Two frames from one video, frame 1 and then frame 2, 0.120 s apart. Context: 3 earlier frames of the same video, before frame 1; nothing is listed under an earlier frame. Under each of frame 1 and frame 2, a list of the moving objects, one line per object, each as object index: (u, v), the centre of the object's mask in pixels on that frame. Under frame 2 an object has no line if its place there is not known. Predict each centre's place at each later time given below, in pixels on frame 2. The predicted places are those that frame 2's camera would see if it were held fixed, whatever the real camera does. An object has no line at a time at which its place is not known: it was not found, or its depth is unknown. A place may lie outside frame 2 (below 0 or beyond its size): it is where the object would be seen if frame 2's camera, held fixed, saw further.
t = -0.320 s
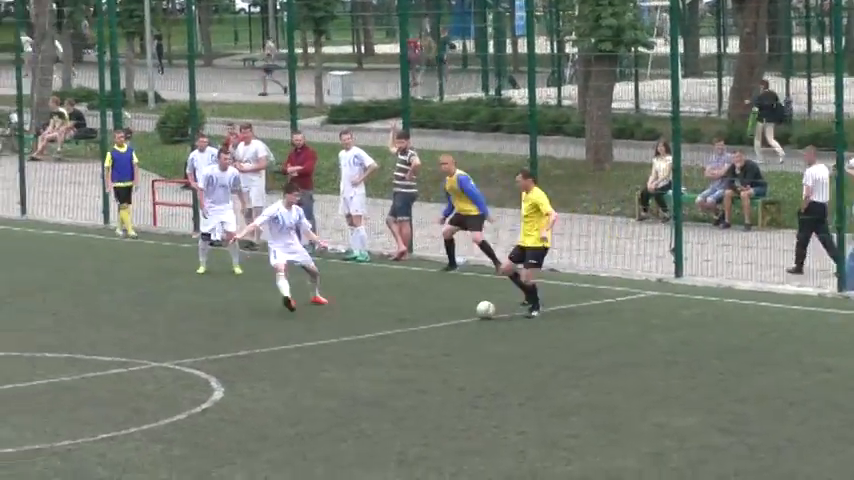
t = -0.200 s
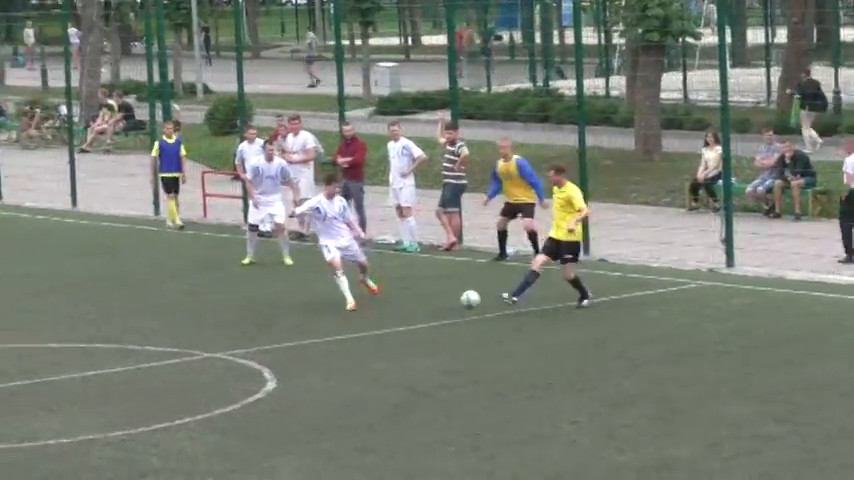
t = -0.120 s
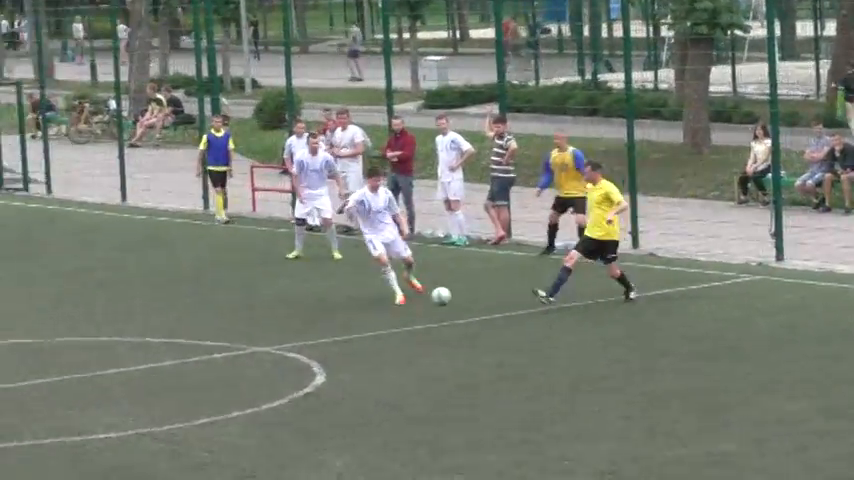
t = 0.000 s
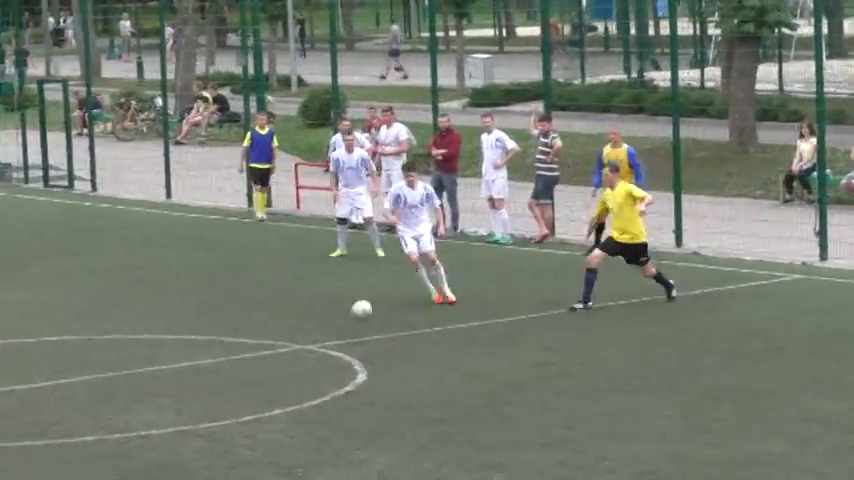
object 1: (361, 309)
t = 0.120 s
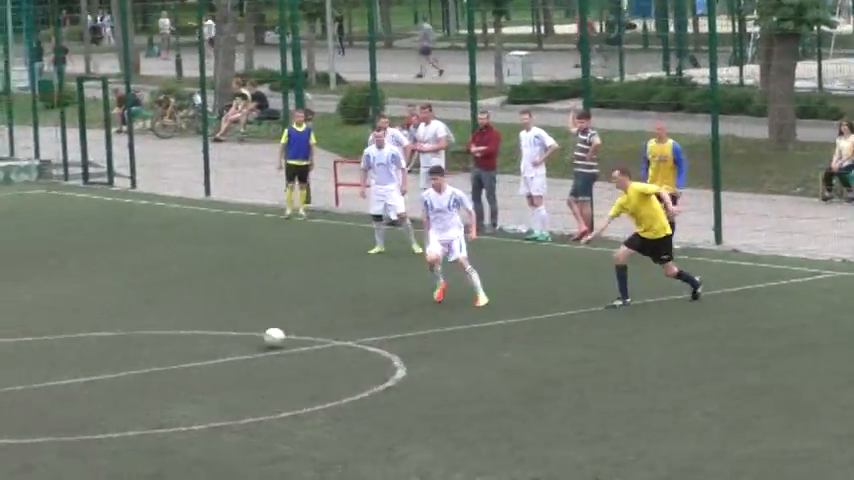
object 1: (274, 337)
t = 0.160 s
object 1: (236, 338)
